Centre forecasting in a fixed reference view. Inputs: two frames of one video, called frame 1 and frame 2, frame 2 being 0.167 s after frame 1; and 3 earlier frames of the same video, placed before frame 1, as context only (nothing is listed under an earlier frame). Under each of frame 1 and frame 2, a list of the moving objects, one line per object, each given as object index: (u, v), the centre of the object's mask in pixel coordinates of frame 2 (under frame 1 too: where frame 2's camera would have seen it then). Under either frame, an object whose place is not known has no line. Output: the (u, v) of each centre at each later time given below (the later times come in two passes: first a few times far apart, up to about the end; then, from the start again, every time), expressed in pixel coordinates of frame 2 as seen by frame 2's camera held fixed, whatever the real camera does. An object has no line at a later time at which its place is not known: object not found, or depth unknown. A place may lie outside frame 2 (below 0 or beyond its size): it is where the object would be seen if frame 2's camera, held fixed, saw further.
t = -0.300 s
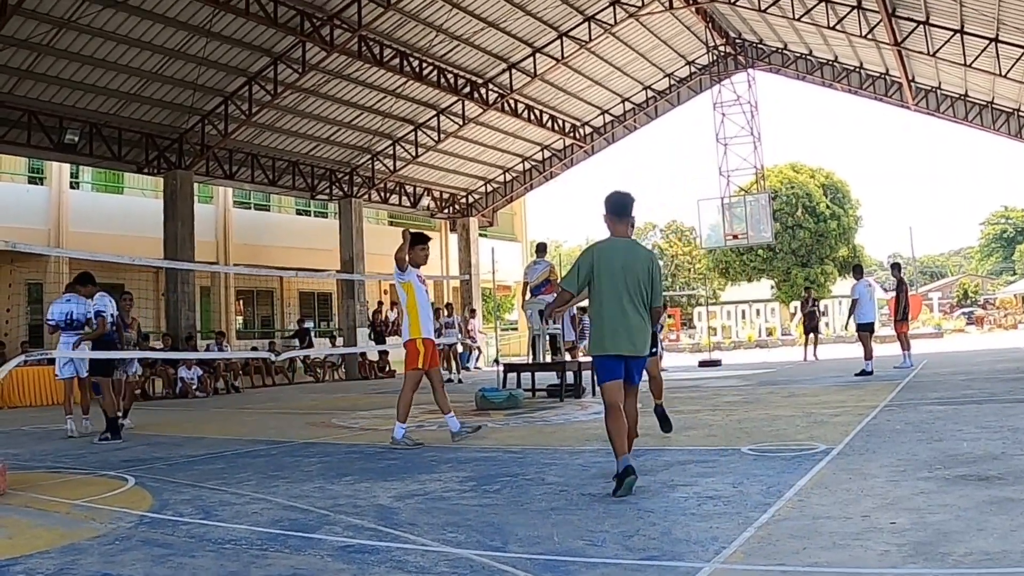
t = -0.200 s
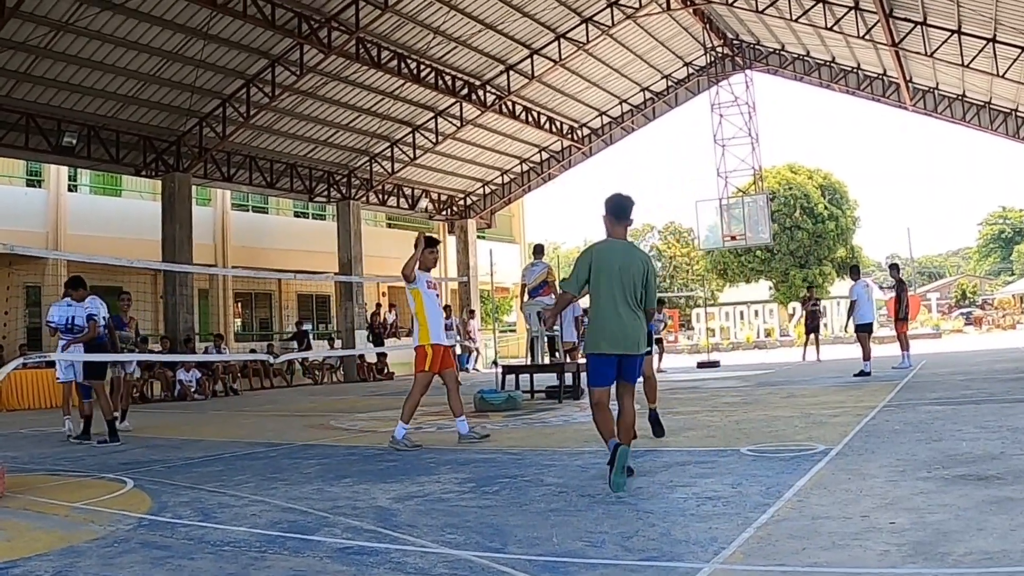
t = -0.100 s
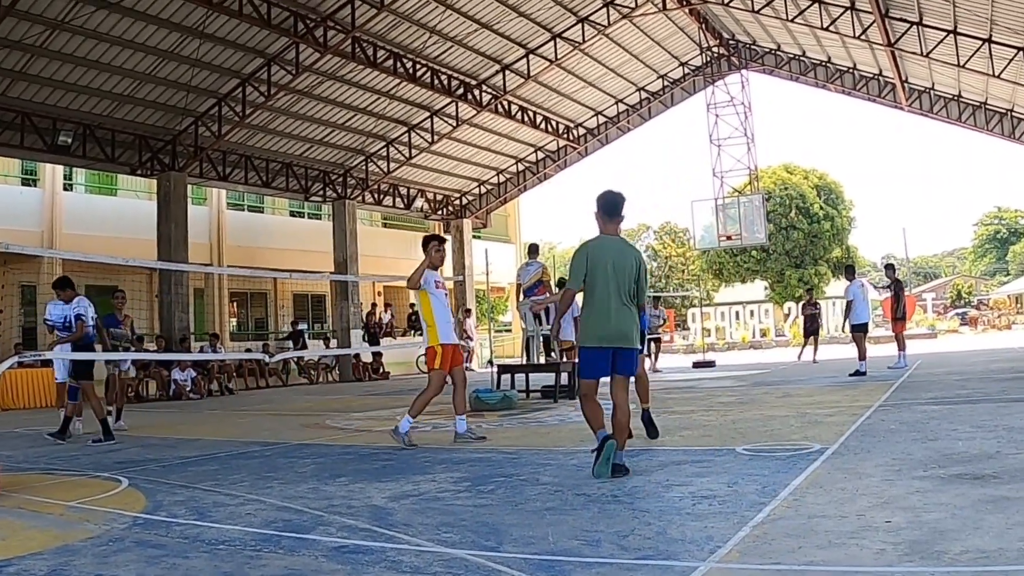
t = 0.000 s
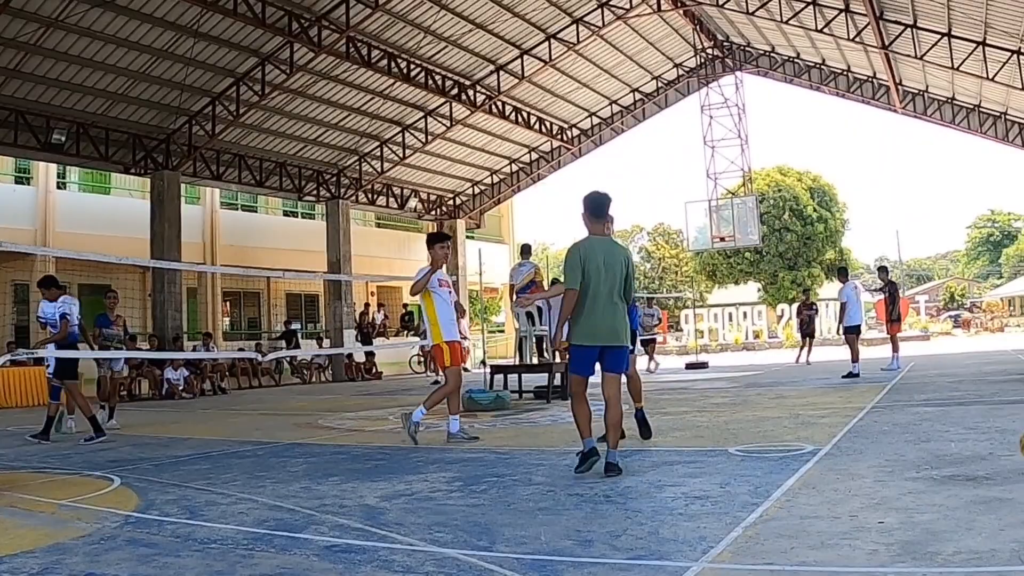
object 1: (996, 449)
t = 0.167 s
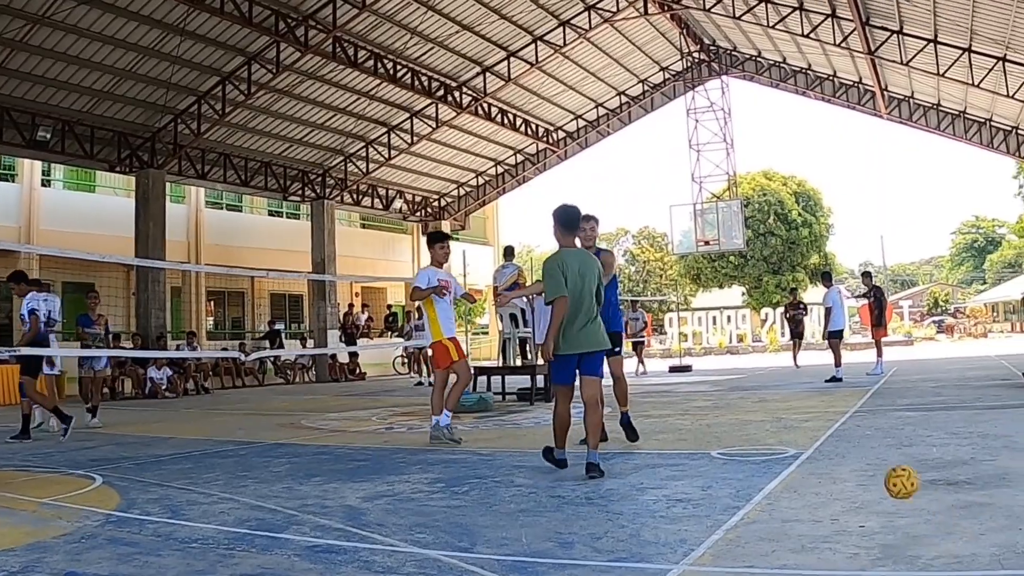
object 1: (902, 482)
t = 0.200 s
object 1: (889, 465)
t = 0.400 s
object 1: (814, 422)
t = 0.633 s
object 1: (744, 487)
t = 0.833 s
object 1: (698, 446)
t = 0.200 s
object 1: (889, 465)
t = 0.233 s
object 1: (876, 450)
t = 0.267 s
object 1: (863, 439)
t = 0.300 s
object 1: (850, 430)
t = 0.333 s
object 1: (838, 425)
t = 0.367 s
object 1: (825, 422)
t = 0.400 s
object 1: (814, 422)
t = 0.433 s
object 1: (803, 425)
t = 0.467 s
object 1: (792, 430)
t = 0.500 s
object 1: (781, 437)
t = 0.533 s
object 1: (772, 447)
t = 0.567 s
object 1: (762, 458)
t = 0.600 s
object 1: (754, 472)
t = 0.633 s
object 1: (744, 487)
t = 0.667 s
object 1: (735, 491)
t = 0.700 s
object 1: (726, 477)
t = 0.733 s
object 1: (722, 471)
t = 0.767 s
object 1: (714, 460)
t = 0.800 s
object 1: (706, 452)
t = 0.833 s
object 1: (698, 446)
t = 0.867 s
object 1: (691, 444)
